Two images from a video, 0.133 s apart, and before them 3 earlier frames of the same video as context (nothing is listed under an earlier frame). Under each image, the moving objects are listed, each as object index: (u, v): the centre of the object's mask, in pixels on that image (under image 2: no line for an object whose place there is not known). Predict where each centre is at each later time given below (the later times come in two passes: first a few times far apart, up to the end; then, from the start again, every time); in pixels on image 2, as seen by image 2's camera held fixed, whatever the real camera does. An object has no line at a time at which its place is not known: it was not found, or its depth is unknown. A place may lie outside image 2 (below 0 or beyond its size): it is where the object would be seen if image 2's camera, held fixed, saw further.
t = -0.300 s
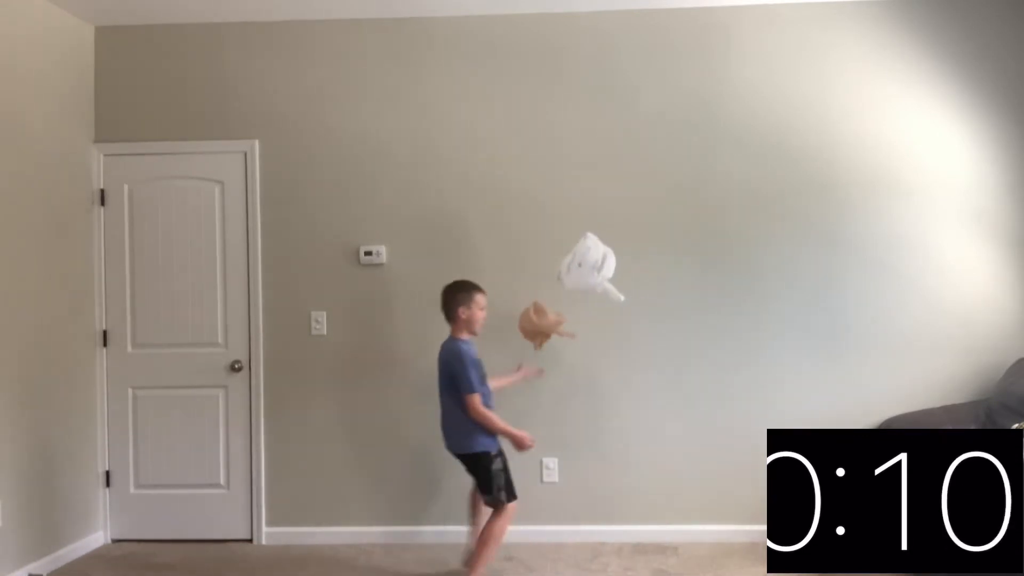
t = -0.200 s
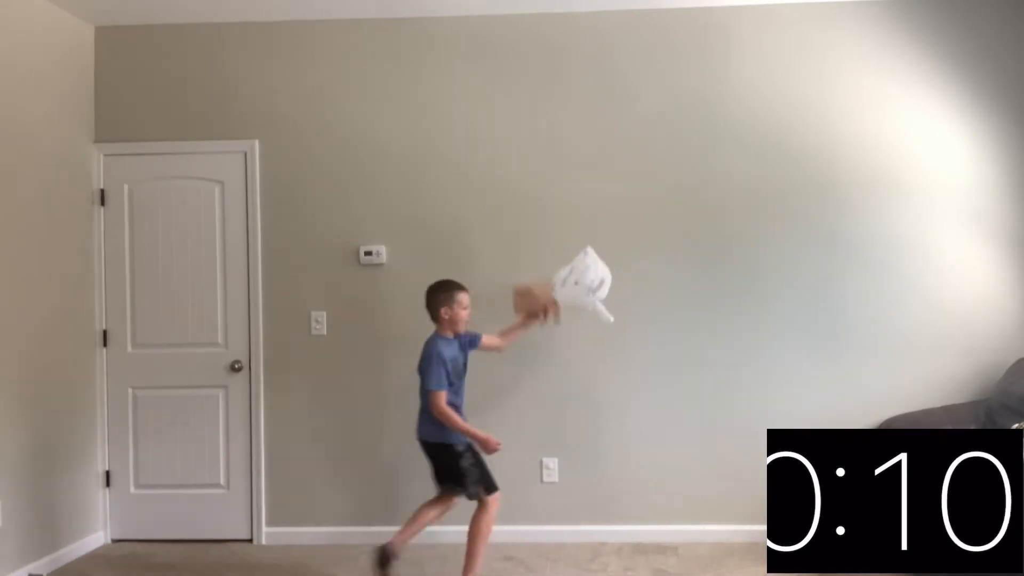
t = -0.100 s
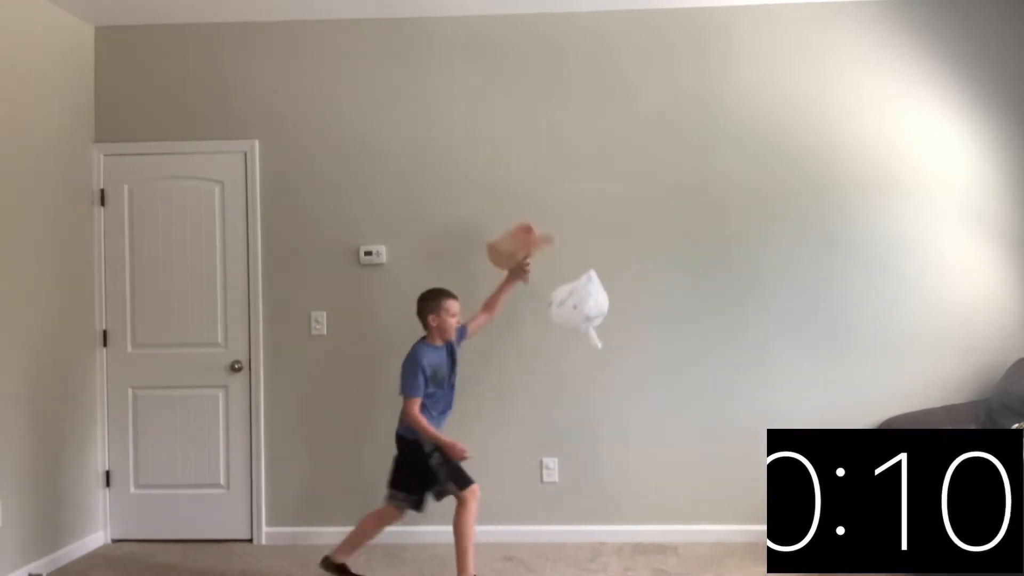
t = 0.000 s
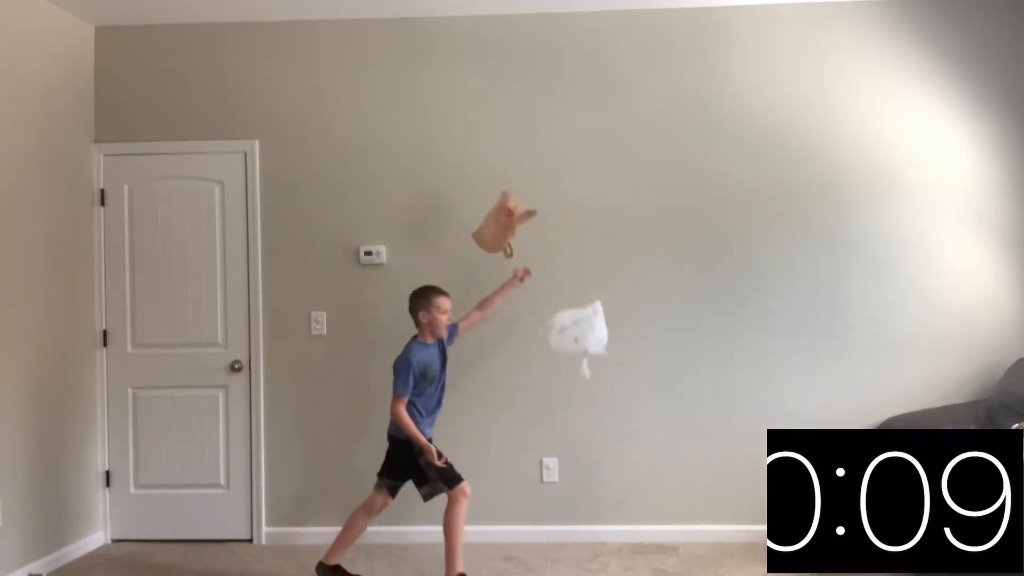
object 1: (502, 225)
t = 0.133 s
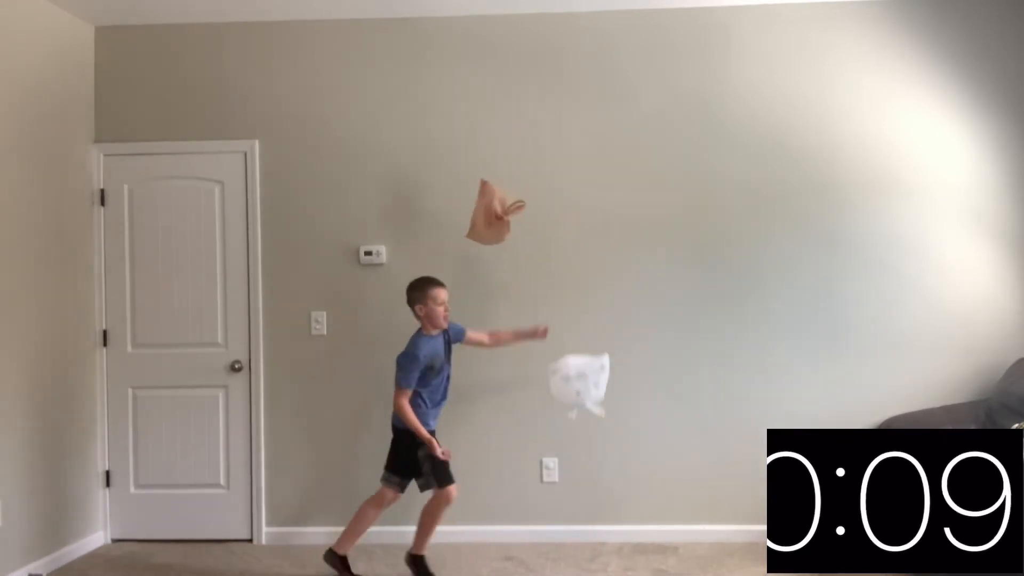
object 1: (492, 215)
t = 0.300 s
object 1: (490, 224)
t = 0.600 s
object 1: (503, 266)
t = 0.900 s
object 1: (513, 333)
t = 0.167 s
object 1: (491, 216)
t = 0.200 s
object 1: (490, 217)
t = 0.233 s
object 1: (490, 219)
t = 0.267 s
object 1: (490, 221)
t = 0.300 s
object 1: (490, 224)
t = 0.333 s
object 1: (491, 228)
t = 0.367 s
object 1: (492, 232)
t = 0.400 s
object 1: (494, 236)
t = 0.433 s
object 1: (496, 239)
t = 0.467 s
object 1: (497, 244)
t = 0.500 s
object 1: (499, 249)
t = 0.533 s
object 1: (500, 255)
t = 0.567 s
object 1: (502, 260)
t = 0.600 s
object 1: (503, 266)
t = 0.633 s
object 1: (504, 272)
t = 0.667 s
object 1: (506, 278)
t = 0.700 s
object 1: (507, 285)
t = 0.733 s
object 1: (508, 293)
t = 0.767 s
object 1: (509, 300)
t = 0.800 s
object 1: (510, 308)
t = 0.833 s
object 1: (511, 316)
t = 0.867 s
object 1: (512, 324)
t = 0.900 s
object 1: (513, 333)
